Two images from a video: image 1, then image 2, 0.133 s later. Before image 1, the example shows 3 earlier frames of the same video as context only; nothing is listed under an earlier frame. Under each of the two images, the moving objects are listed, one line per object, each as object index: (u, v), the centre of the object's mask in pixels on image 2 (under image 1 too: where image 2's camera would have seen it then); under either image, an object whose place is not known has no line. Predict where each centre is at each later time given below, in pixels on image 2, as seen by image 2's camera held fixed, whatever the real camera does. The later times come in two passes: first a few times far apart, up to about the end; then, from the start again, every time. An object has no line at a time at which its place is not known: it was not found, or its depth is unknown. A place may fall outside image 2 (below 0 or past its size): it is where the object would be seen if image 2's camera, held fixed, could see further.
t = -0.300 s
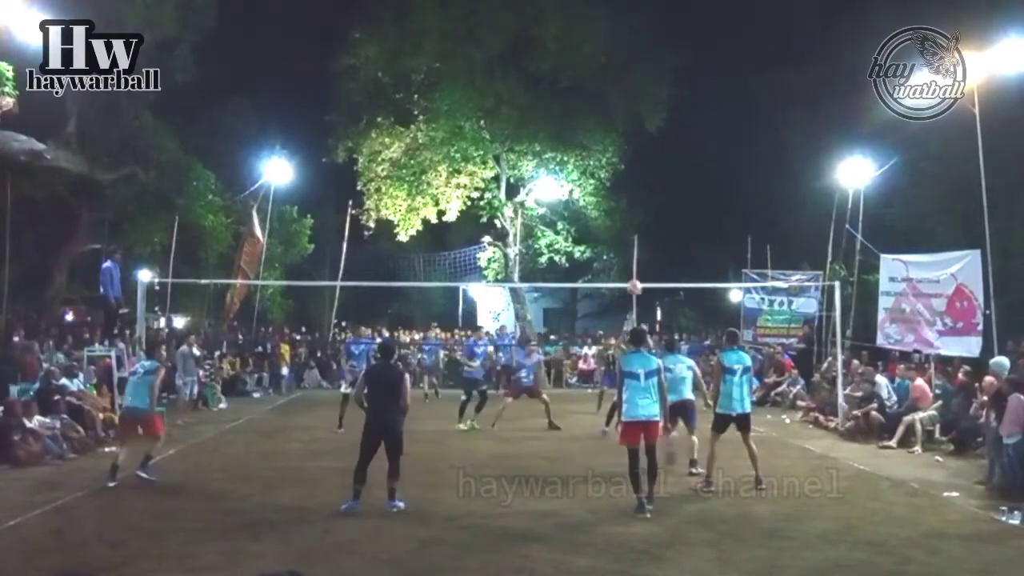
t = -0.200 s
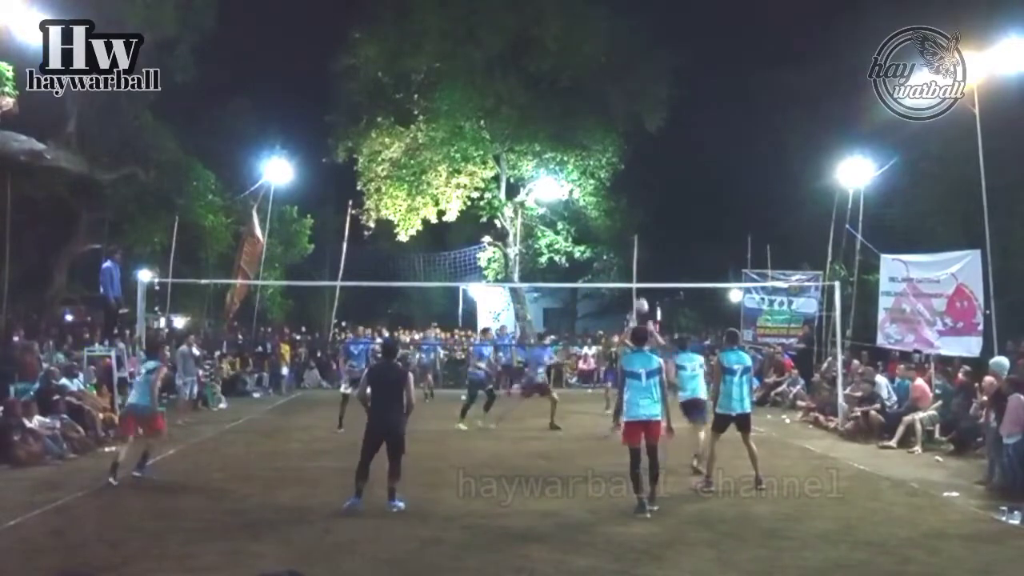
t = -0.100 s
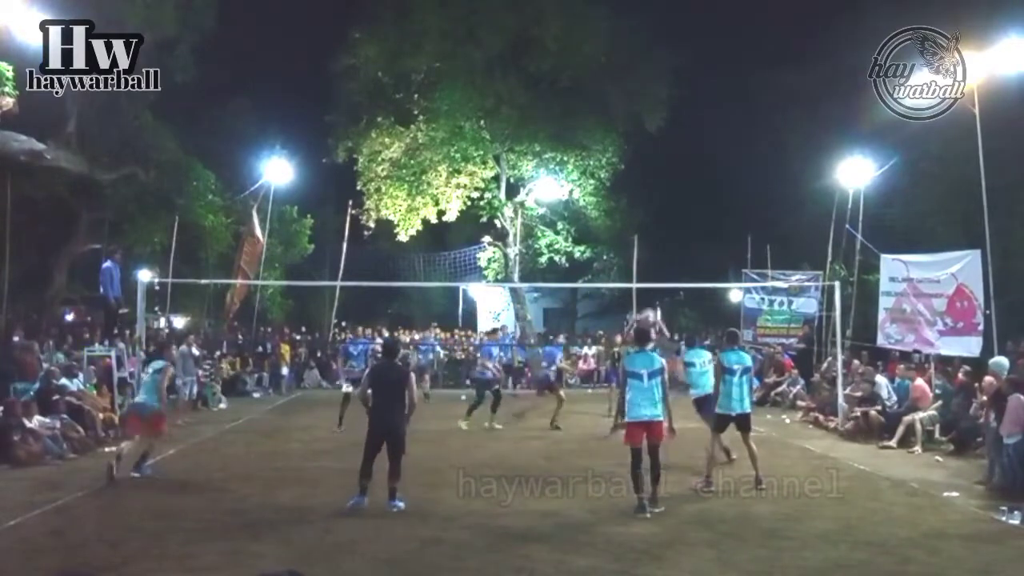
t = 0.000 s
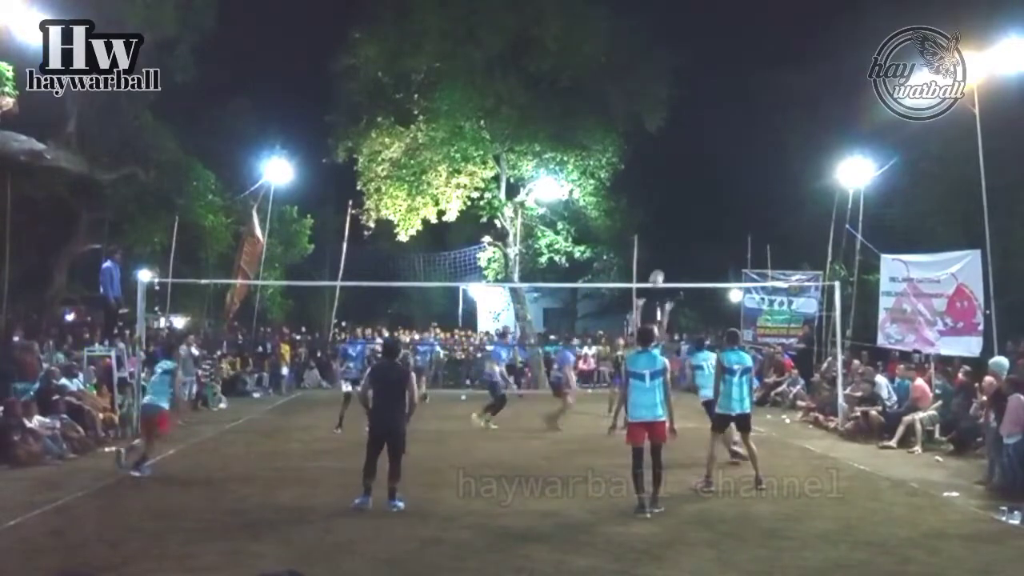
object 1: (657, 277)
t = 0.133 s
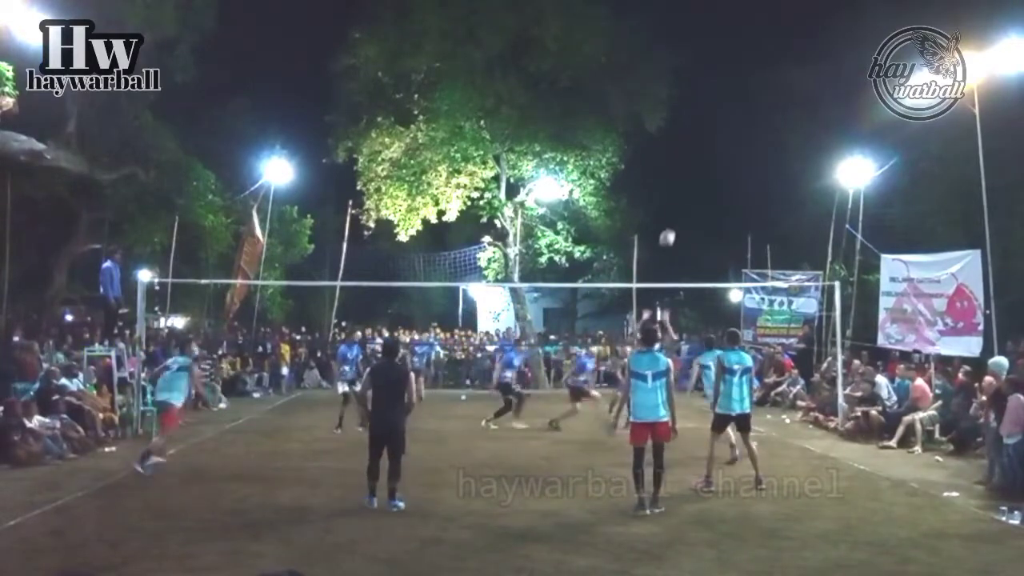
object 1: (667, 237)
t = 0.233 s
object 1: (674, 214)
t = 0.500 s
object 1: (694, 182)
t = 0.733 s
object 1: (712, 190)
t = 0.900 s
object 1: (724, 217)
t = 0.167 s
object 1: (669, 229)
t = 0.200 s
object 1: (672, 221)
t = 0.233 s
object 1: (674, 214)
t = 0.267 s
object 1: (677, 208)
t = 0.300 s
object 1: (680, 202)
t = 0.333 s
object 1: (682, 197)
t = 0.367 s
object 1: (685, 192)
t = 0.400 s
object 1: (687, 189)
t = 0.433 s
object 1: (689, 186)
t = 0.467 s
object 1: (692, 184)
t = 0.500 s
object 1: (694, 182)
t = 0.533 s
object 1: (697, 181)
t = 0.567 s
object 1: (699, 181)
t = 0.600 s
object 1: (702, 182)
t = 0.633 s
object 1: (704, 183)
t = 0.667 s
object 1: (707, 185)
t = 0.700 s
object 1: (709, 187)
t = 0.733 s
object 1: (712, 190)
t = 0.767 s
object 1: (714, 195)
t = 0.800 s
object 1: (716, 199)
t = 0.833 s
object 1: (719, 205)
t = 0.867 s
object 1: (721, 211)
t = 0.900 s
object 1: (724, 217)
